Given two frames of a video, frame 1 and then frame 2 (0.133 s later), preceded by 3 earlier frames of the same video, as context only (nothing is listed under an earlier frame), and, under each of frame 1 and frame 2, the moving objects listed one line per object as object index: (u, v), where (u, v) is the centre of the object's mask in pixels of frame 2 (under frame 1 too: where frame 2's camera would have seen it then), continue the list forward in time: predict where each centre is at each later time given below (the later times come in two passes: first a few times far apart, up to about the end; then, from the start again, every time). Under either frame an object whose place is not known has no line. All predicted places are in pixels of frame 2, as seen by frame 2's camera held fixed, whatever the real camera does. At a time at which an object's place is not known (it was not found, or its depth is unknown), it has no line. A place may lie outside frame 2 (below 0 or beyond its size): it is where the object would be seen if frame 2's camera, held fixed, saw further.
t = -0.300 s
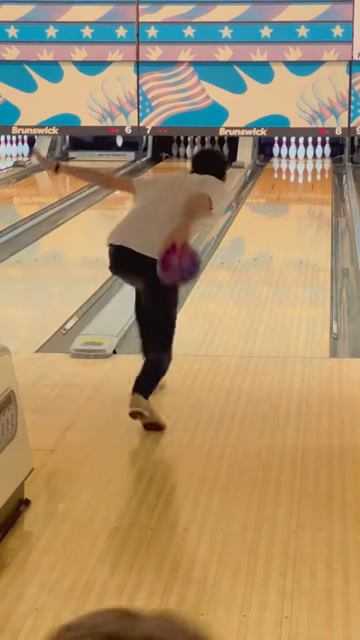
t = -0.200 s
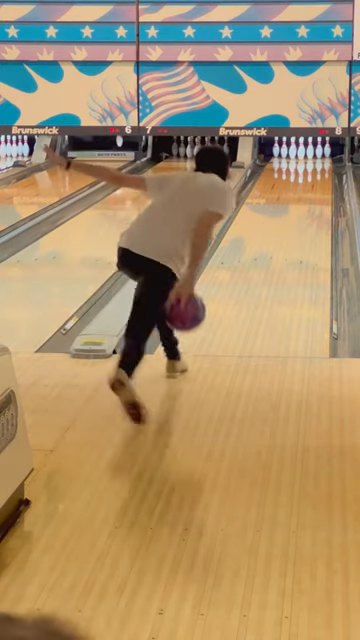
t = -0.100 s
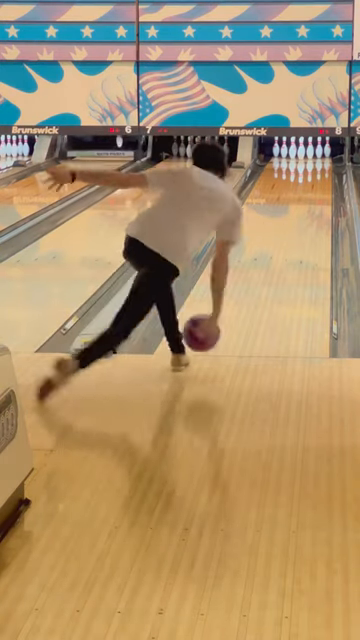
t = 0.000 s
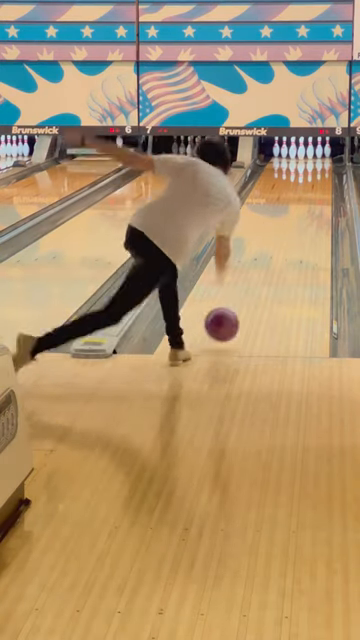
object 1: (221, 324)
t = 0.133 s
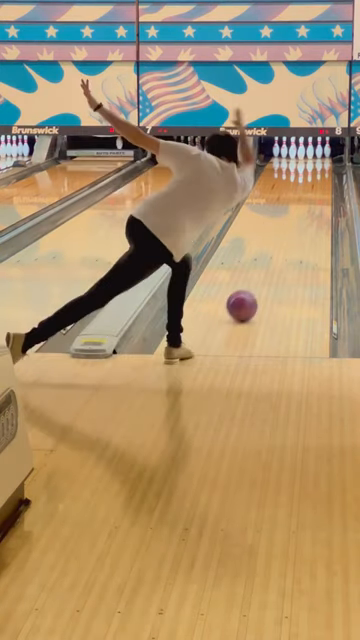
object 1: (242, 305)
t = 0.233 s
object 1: (254, 288)
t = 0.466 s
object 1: (277, 256)
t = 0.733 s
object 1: (296, 230)
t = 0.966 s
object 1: (308, 212)
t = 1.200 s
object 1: (316, 198)
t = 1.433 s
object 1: (320, 187)
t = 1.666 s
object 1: (322, 176)
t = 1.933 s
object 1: (319, 167)
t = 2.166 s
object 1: (314, 159)
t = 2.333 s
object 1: (307, 156)
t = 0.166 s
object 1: (246, 300)
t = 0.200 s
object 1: (250, 294)
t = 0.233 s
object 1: (254, 288)
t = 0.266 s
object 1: (258, 283)
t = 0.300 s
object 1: (262, 278)
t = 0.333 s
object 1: (265, 273)
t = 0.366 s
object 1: (268, 269)
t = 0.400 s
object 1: (271, 264)
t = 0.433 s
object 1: (274, 260)
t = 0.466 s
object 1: (277, 256)
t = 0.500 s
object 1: (280, 253)
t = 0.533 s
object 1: (283, 249)
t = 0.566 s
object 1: (285, 246)
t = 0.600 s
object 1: (288, 242)
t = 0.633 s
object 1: (290, 239)
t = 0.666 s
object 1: (292, 236)
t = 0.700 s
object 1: (294, 233)
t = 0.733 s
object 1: (296, 230)
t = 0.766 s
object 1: (298, 227)
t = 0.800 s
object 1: (300, 224)
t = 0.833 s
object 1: (301, 222)
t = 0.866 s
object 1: (303, 219)
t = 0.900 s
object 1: (305, 217)
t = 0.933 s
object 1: (306, 215)
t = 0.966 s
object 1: (308, 212)
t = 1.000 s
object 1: (309, 210)
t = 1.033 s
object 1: (310, 208)
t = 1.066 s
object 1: (312, 206)
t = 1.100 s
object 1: (313, 204)
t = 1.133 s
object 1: (314, 202)
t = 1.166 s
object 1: (315, 200)
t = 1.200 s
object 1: (316, 198)
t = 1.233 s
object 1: (317, 196)
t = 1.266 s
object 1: (317, 195)
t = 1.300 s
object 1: (318, 193)
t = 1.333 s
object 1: (319, 191)
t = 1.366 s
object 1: (319, 190)
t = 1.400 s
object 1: (320, 188)
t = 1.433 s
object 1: (320, 187)
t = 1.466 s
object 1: (321, 184)
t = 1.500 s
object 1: (321, 183)
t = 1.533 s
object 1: (322, 181)
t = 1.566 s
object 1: (322, 179)
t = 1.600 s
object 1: (322, 179)
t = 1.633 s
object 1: (322, 178)
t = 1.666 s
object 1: (322, 176)
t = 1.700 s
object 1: (322, 175)
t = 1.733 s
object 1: (321, 174)
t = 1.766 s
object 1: (321, 173)
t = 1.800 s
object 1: (321, 171)
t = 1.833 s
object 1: (320, 170)
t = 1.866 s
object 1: (320, 169)
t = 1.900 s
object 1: (320, 168)
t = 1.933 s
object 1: (319, 167)
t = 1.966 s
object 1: (318, 166)
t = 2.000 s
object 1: (318, 165)
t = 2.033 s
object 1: (317, 164)
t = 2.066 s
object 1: (316, 163)
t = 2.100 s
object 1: (315, 162)
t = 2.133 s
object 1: (314, 161)
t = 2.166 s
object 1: (314, 159)
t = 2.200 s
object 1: (312, 159)
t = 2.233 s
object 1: (310, 158)
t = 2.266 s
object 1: (310, 158)
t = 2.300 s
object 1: (309, 156)
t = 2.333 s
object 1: (307, 156)
